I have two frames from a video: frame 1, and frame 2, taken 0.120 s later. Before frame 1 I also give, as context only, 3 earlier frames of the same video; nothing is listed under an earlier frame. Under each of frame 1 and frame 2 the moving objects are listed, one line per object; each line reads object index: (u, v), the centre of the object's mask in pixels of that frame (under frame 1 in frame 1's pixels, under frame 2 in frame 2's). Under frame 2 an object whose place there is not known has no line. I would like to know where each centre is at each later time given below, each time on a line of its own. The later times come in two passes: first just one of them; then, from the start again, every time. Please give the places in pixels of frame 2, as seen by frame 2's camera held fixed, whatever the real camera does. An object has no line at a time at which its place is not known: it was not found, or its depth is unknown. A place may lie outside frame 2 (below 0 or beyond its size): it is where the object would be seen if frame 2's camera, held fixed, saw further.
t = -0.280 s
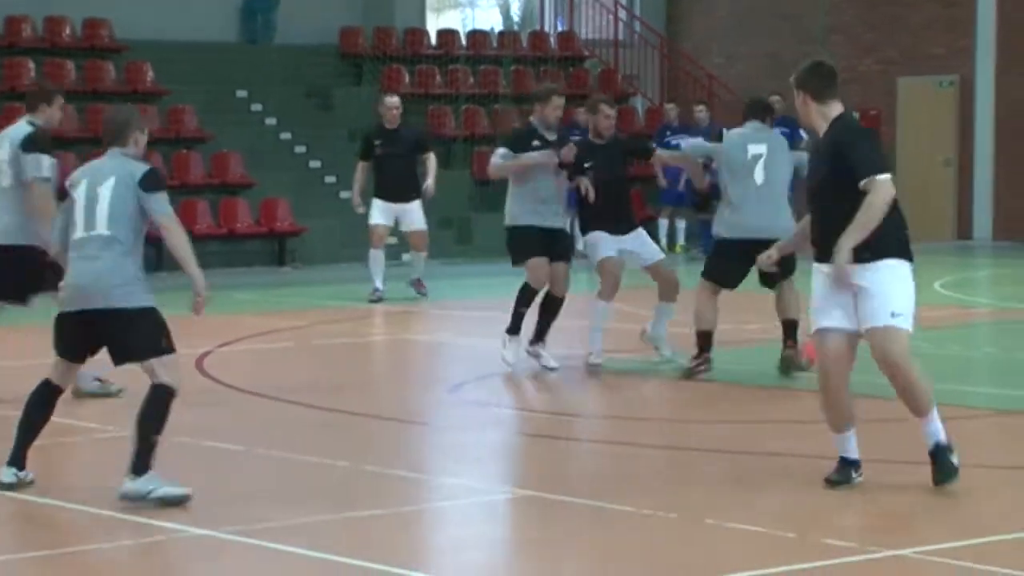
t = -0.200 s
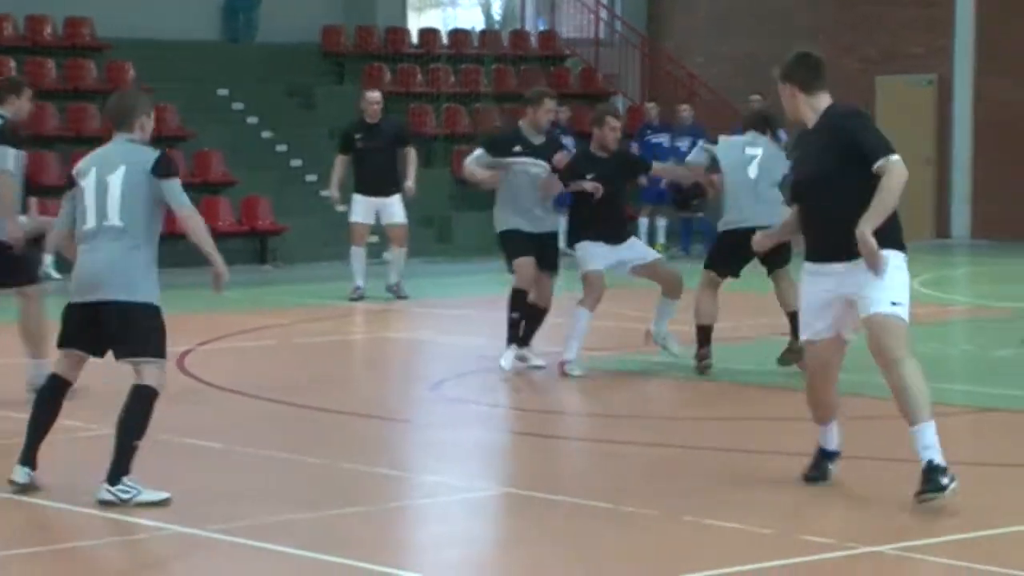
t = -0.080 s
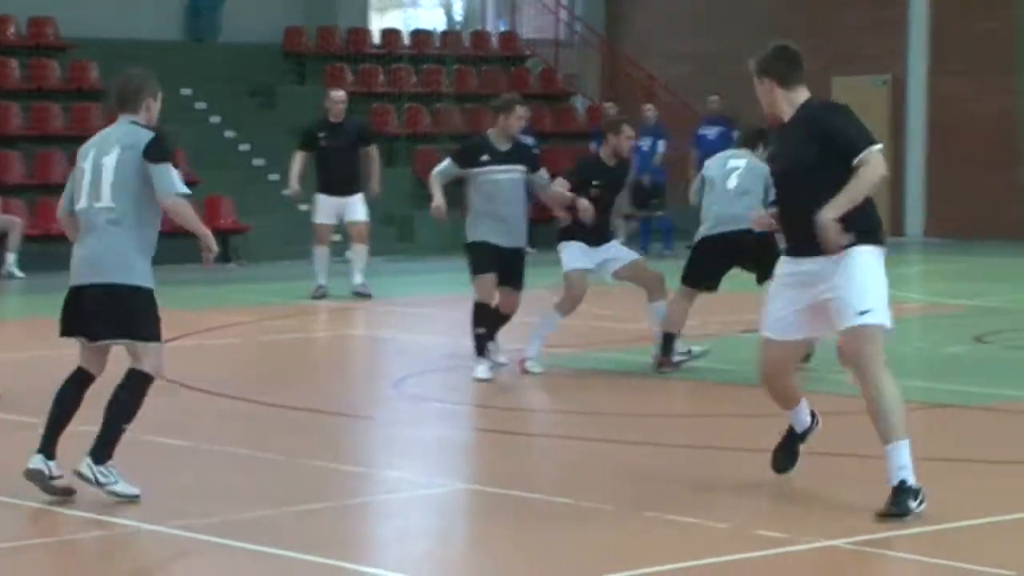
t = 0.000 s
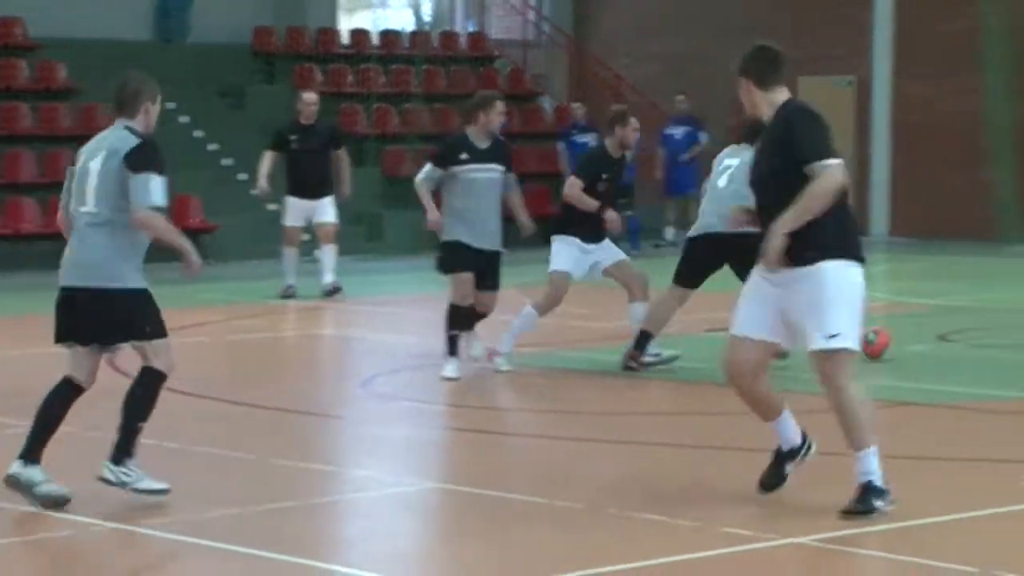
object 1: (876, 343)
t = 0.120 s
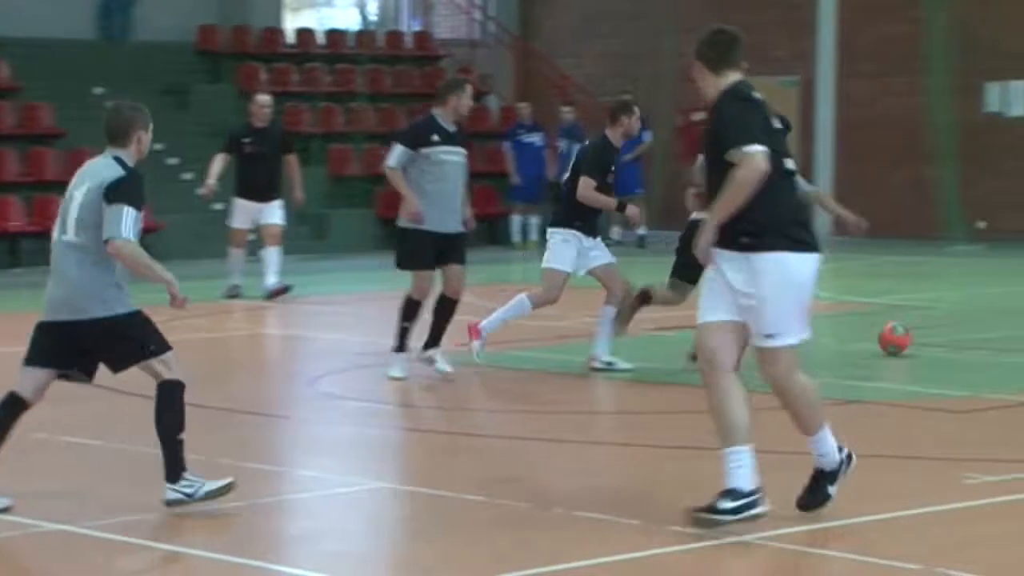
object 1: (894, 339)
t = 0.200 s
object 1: (942, 337)
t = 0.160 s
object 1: (919, 339)
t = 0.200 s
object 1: (942, 337)
